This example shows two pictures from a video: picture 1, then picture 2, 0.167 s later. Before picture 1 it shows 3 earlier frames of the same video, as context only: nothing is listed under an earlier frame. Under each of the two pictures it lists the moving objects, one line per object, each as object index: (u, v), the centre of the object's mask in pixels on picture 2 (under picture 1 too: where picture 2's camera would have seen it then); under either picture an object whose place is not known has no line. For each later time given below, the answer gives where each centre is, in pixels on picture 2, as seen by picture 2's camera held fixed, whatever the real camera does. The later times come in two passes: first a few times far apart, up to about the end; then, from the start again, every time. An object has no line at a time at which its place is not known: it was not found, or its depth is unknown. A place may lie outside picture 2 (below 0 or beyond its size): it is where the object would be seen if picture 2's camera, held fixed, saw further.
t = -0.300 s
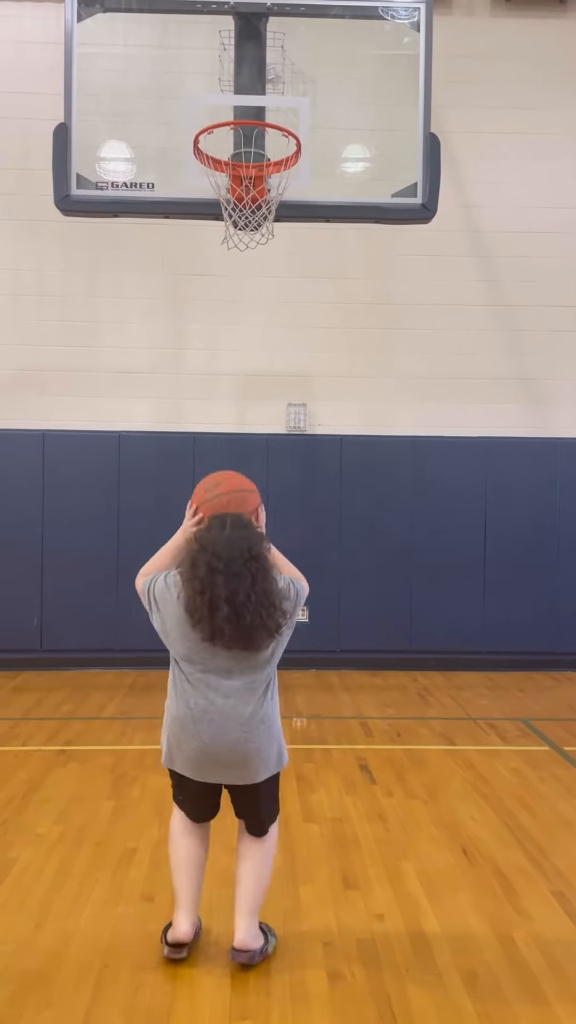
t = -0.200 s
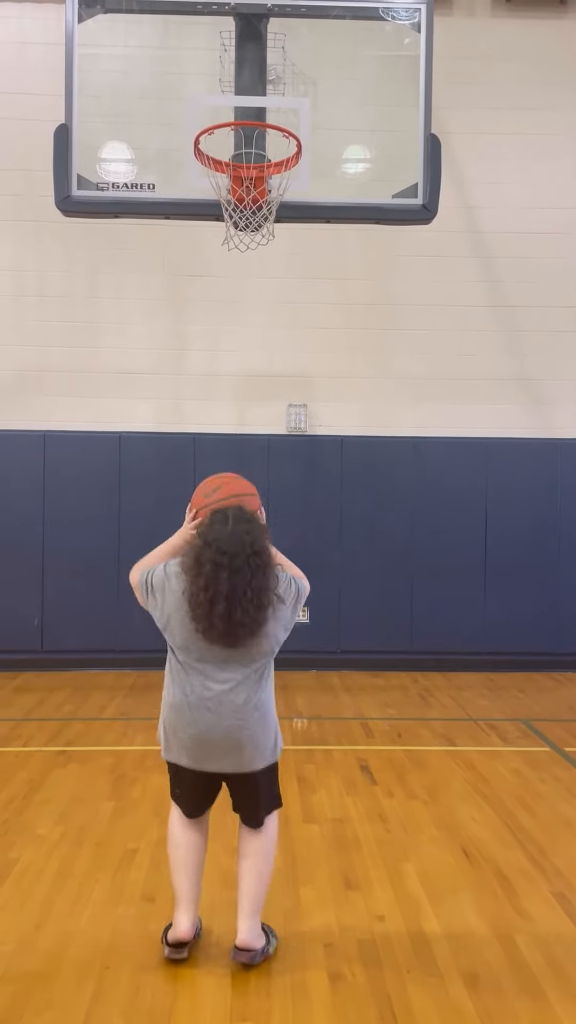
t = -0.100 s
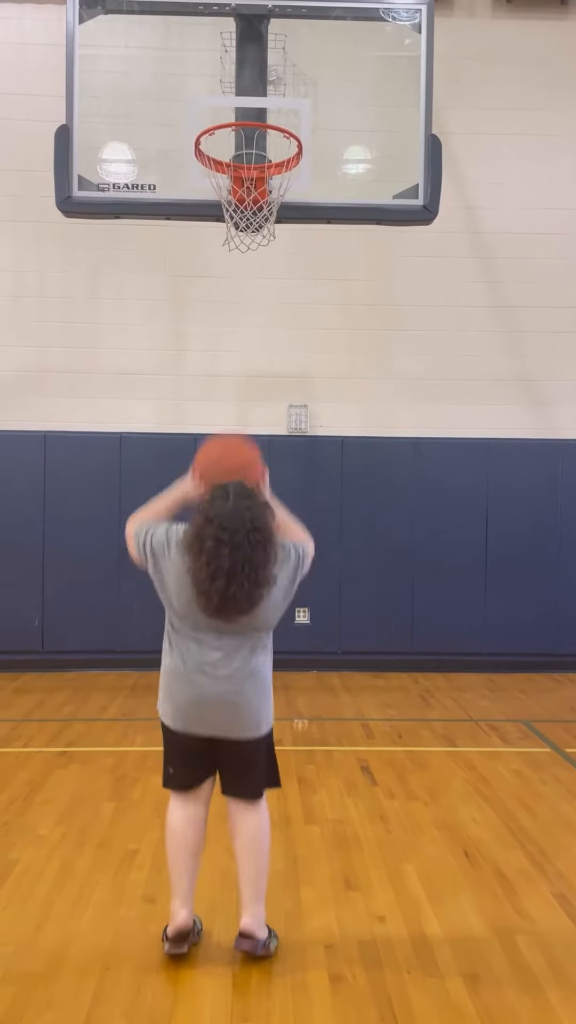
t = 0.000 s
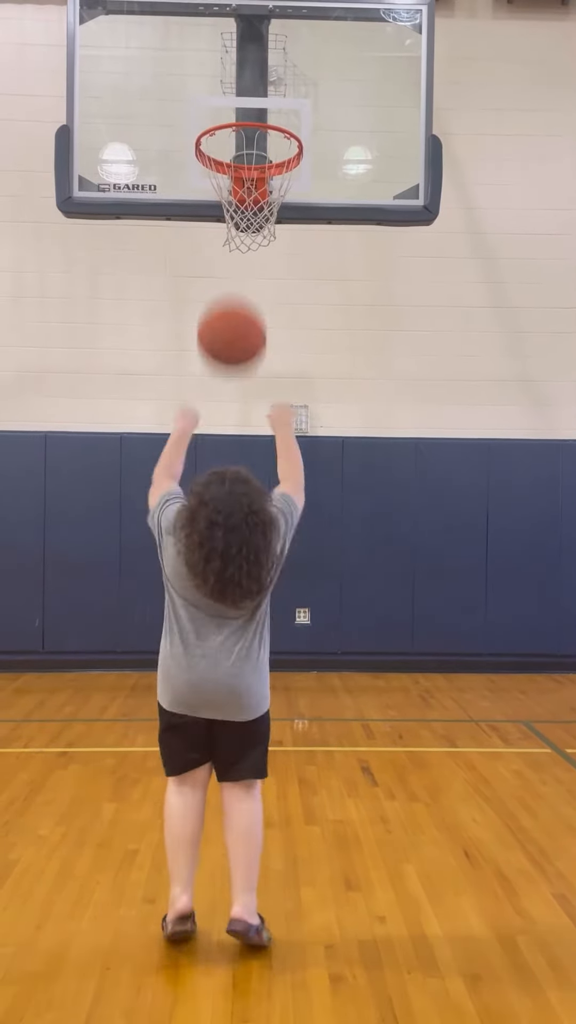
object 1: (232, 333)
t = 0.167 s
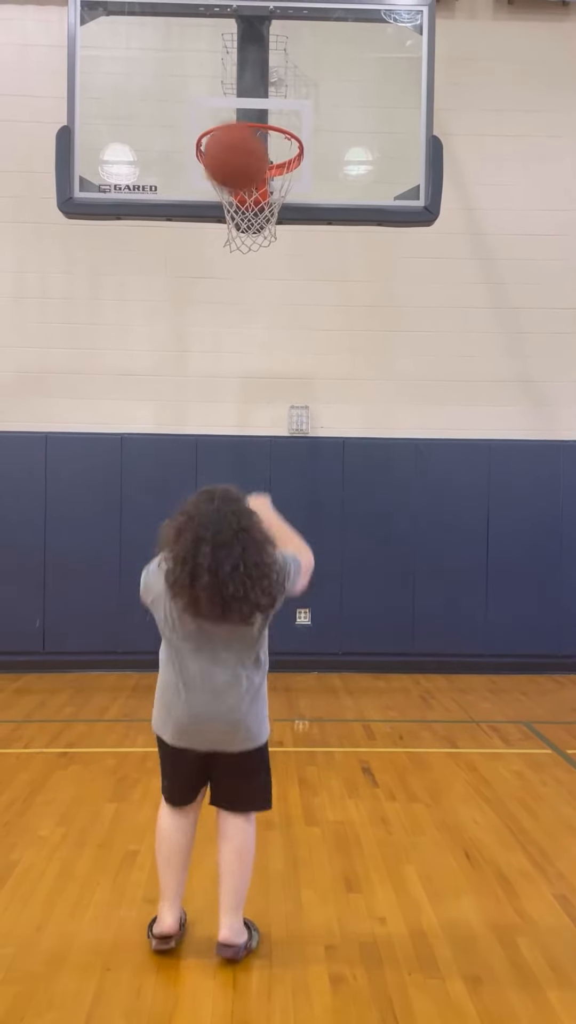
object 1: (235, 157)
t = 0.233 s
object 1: (236, 111)
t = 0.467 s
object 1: (238, 55)
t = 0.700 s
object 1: (239, 95)
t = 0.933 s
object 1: (244, 152)
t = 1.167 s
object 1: (248, 294)
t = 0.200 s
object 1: (236, 132)
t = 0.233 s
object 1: (236, 111)
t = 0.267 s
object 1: (237, 94)
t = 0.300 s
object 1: (237, 80)
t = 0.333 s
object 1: (238, 69)
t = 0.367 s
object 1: (238, 62)
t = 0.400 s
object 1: (238, 57)
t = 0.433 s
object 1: (238, 55)
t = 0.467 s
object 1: (238, 55)
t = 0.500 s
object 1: (239, 58)
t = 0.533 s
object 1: (238, 63)
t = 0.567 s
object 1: (238, 71)
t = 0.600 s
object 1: (238, 82)
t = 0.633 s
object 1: (239, 94)
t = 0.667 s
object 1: (239, 95)
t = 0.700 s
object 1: (239, 95)
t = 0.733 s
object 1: (240, 98)
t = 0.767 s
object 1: (240, 101)
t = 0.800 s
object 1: (241, 105)
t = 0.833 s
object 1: (241, 118)
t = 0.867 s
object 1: (242, 128)
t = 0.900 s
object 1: (244, 138)
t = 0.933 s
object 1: (244, 152)
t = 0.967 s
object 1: (245, 165)
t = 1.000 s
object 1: (245, 183)
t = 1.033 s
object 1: (247, 203)
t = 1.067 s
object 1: (247, 216)
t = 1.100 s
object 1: (247, 247)
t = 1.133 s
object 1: (248, 270)
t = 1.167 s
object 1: (248, 294)
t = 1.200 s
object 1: (249, 321)
